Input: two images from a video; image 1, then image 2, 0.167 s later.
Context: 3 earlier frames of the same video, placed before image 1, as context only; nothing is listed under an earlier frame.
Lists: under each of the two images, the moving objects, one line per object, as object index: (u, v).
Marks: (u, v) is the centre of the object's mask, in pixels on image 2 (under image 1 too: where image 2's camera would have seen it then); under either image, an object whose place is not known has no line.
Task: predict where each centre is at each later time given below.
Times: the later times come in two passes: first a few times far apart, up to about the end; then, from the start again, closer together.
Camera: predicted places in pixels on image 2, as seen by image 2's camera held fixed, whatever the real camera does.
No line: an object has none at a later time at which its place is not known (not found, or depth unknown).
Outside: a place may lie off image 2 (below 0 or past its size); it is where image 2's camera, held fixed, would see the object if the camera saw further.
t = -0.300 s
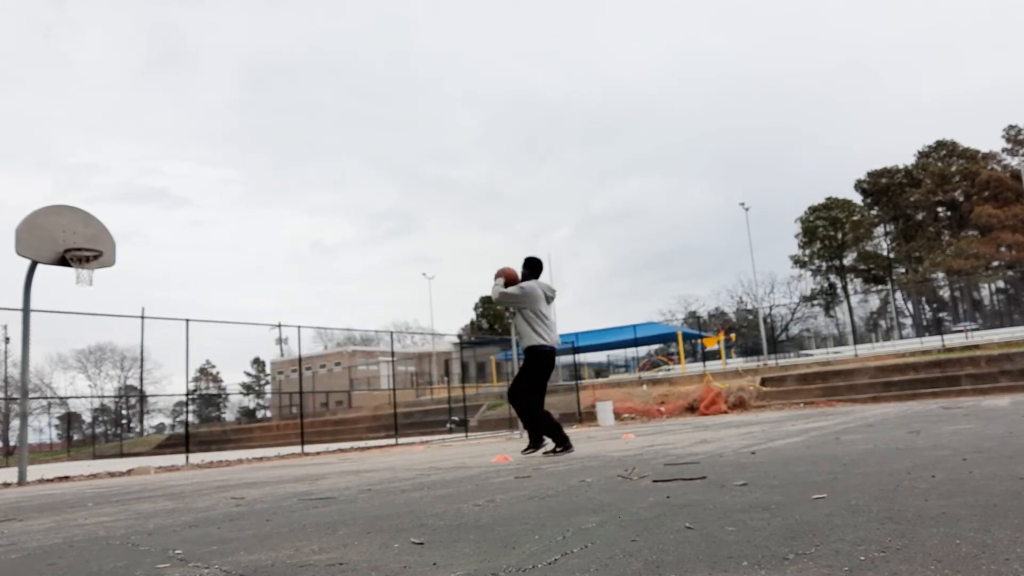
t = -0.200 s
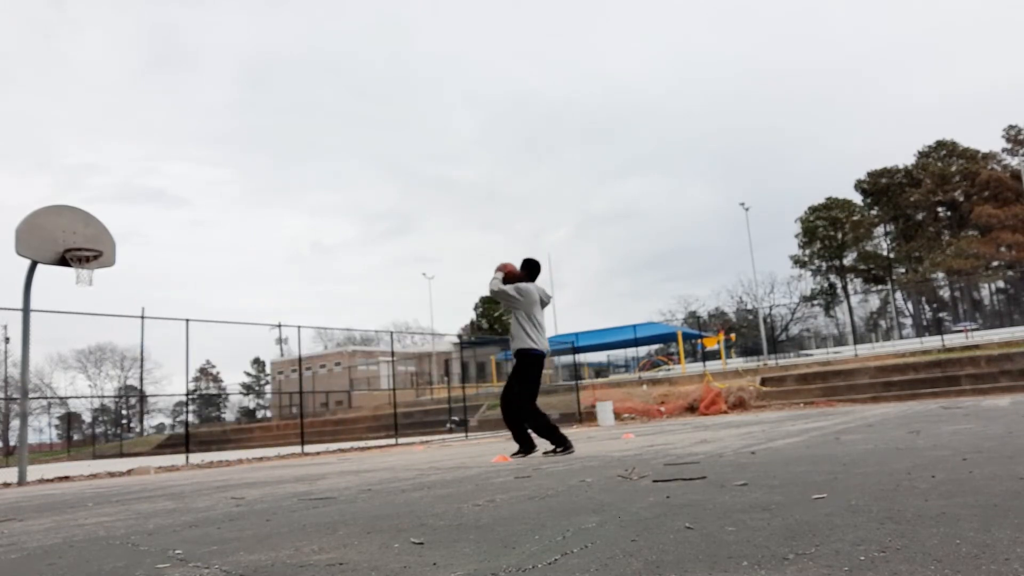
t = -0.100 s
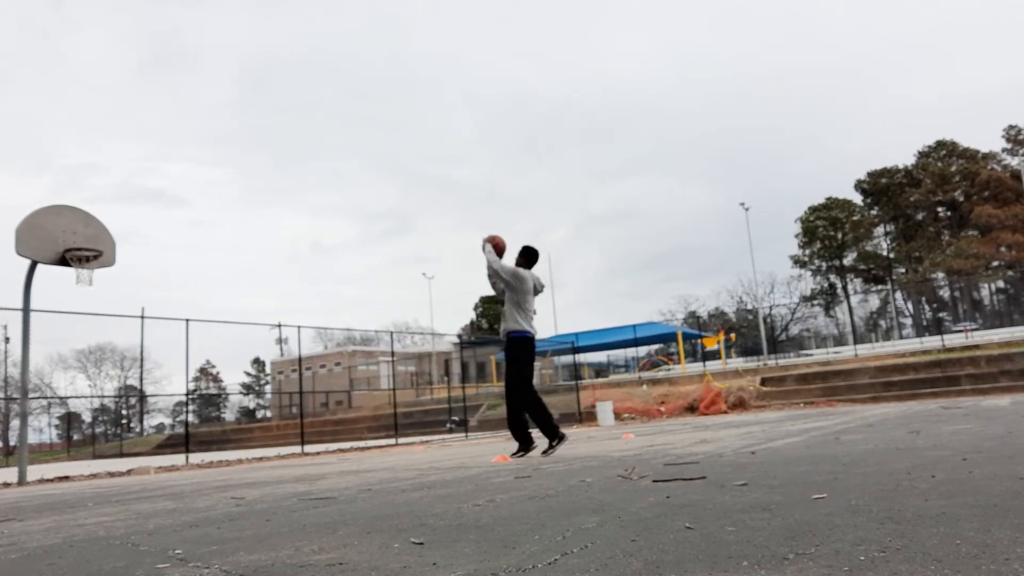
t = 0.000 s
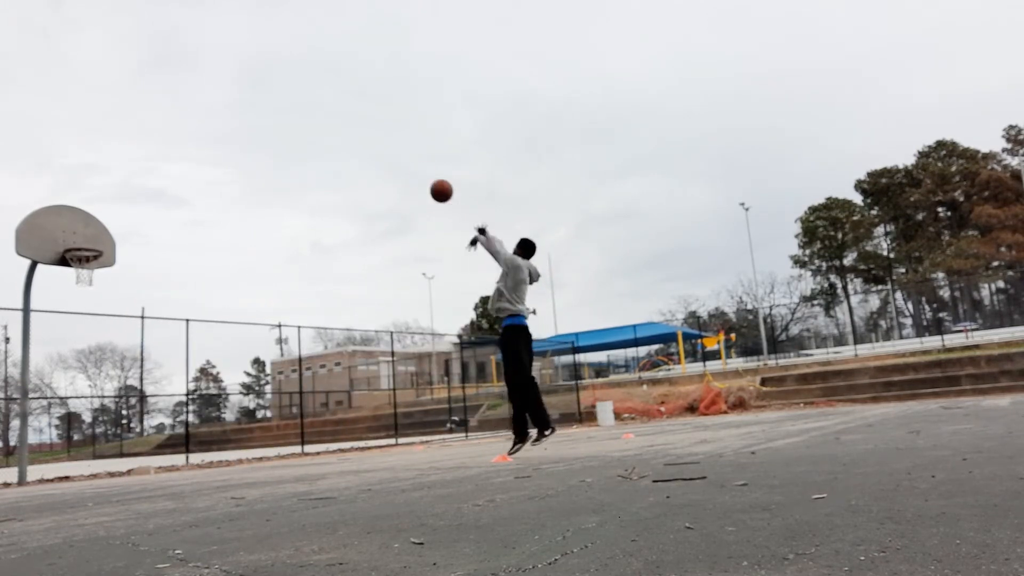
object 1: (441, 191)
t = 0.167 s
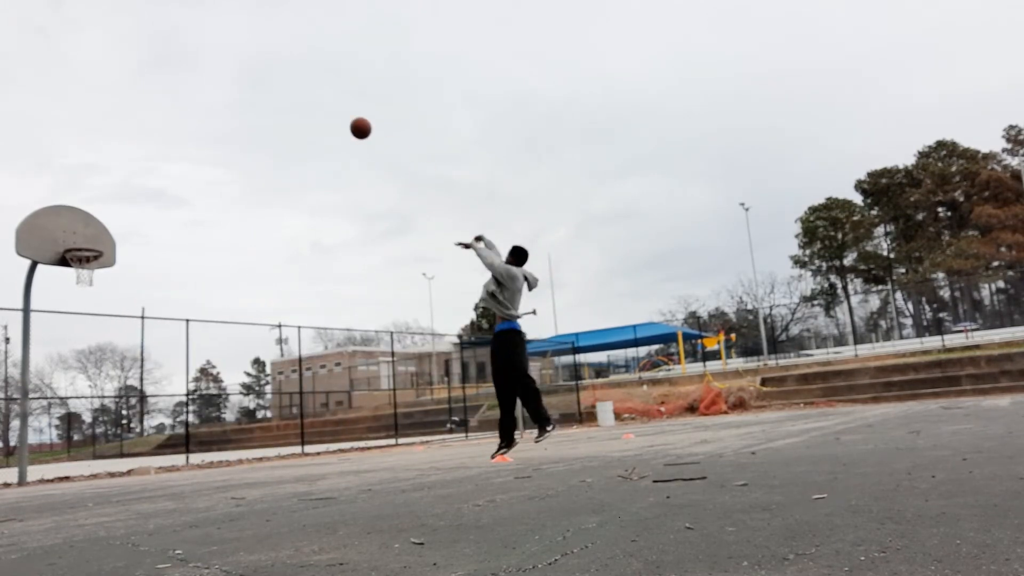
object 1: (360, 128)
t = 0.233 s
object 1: (333, 112)
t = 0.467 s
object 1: (249, 90)
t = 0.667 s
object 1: (189, 104)
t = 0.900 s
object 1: (128, 154)
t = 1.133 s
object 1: (72, 235)
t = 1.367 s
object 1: (78, 202)
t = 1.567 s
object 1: (94, 184)
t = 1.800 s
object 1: (111, 198)
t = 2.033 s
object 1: (129, 253)
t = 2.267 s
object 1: (149, 351)
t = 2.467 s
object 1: (166, 466)
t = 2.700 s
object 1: (163, 359)
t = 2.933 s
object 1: (160, 304)
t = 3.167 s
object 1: (156, 297)
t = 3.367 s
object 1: (153, 327)
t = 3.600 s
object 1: (146, 406)
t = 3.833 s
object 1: (141, 431)
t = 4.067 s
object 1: (138, 374)
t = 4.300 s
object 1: (133, 367)
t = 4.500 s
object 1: (128, 400)
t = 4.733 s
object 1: (121, 463)
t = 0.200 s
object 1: (346, 120)
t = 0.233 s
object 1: (333, 112)
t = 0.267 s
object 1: (319, 106)
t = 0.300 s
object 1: (307, 101)
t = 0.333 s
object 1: (294, 97)
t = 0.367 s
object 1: (282, 94)
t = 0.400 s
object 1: (271, 92)
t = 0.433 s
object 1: (259, 90)
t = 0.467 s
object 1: (249, 90)
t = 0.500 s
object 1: (238, 90)
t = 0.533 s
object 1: (228, 91)
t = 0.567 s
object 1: (218, 93)
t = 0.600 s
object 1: (208, 96)
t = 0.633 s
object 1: (198, 100)
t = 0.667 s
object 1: (189, 104)
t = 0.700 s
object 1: (179, 109)
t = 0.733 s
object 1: (171, 115)
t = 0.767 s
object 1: (162, 122)
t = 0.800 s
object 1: (153, 129)
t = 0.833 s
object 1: (144, 137)
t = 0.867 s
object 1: (136, 145)
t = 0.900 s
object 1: (128, 154)
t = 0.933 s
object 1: (120, 164)
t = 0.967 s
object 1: (111, 174)
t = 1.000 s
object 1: (103, 185)
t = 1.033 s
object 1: (96, 197)
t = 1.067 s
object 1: (87, 209)
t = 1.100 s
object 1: (79, 222)
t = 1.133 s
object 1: (72, 235)
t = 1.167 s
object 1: (65, 244)
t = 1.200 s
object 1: (63, 238)
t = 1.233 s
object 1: (67, 229)
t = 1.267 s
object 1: (70, 221)
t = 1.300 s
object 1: (72, 214)
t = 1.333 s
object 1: (76, 207)
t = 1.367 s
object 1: (78, 202)
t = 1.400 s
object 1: (81, 197)
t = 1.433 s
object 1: (83, 193)
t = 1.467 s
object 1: (86, 189)
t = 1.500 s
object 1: (88, 187)
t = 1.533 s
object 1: (91, 185)
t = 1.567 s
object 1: (94, 184)
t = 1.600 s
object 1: (96, 184)
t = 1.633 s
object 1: (98, 184)
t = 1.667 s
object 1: (101, 185)
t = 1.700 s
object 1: (104, 187)
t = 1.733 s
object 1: (106, 190)
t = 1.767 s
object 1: (109, 194)
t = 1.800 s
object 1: (111, 198)
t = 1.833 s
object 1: (114, 204)
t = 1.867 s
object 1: (116, 209)
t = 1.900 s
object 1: (119, 216)
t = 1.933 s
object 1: (121, 224)
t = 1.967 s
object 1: (124, 233)
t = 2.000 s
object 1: (127, 242)
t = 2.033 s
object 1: (129, 253)
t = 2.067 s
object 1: (132, 264)
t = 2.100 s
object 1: (135, 276)
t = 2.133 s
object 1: (138, 289)
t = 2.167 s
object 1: (141, 303)
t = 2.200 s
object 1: (143, 318)
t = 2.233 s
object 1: (146, 334)
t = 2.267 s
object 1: (149, 351)
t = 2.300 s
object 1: (152, 370)
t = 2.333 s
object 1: (154, 389)
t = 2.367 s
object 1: (157, 409)
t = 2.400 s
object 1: (161, 432)
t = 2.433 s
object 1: (164, 453)
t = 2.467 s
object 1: (166, 466)
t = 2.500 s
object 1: (166, 447)
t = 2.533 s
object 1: (165, 430)
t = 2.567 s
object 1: (165, 414)
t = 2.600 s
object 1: (165, 399)
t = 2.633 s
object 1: (164, 384)
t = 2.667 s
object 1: (164, 371)
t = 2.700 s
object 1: (163, 359)
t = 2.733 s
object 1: (163, 348)
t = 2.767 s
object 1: (163, 339)
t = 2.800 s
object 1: (162, 330)
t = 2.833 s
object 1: (162, 322)
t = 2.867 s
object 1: (161, 315)
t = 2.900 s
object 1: (161, 309)
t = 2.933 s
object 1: (160, 304)
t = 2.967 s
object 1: (160, 300)
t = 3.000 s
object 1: (159, 298)
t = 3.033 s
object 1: (159, 296)
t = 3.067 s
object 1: (158, 295)
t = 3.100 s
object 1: (158, 294)
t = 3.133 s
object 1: (157, 295)
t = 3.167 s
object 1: (156, 297)
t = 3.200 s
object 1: (156, 300)
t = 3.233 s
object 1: (155, 303)
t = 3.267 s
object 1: (155, 308)
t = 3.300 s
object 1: (154, 313)
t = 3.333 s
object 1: (154, 320)
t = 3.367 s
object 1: (153, 327)
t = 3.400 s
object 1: (153, 336)
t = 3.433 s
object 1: (152, 345)
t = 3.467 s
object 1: (151, 355)
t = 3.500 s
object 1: (150, 366)
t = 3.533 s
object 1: (149, 379)
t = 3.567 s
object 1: (147, 392)
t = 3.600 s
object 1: (146, 406)
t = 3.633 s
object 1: (145, 422)
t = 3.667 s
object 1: (144, 439)
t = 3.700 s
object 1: (143, 456)
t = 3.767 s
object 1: (142, 457)
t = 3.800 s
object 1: (141, 443)
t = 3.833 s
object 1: (141, 431)
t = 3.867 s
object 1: (140, 419)
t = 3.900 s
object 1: (140, 409)
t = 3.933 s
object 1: (139, 400)
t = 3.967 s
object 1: (139, 392)
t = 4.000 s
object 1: (139, 385)
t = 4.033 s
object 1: (138, 379)
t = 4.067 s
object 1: (138, 374)
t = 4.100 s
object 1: (137, 370)
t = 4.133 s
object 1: (137, 366)
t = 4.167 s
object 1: (136, 364)
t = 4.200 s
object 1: (135, 364)
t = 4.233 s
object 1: (135, 364)
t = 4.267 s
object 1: (134, 364)
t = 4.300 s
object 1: (133, 367)
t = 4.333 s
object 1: (133, 369)
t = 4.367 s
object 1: (132, 374)
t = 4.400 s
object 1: (131, 379)
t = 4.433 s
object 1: (130, 386)
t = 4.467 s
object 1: (130, 393)
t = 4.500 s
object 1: (128, 400)
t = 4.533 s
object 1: (127, 410)
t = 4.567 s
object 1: (127, 421)
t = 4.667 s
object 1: (123, 460)
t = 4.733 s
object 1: (121, 463)
